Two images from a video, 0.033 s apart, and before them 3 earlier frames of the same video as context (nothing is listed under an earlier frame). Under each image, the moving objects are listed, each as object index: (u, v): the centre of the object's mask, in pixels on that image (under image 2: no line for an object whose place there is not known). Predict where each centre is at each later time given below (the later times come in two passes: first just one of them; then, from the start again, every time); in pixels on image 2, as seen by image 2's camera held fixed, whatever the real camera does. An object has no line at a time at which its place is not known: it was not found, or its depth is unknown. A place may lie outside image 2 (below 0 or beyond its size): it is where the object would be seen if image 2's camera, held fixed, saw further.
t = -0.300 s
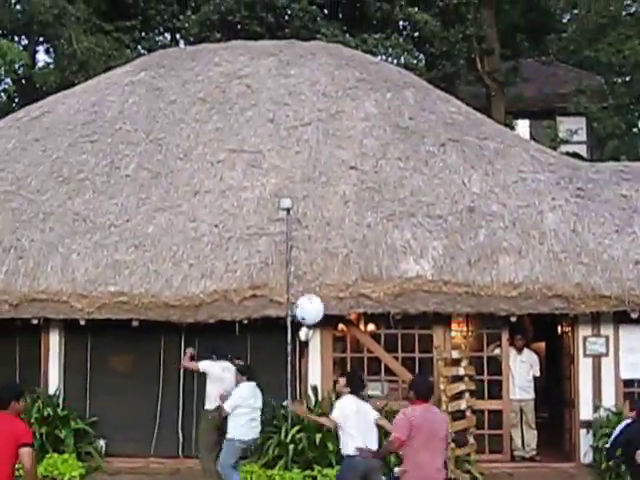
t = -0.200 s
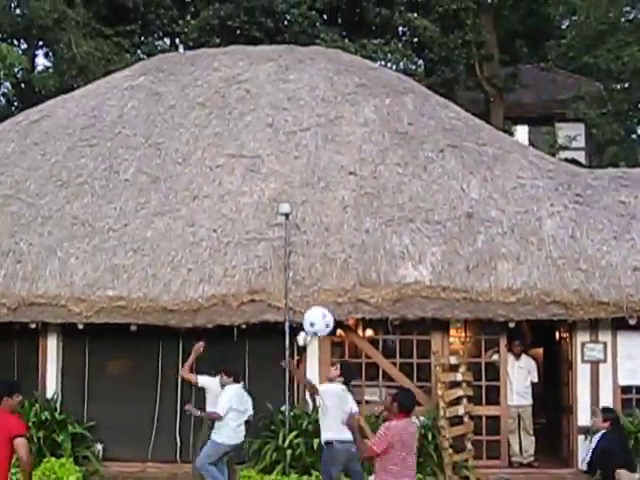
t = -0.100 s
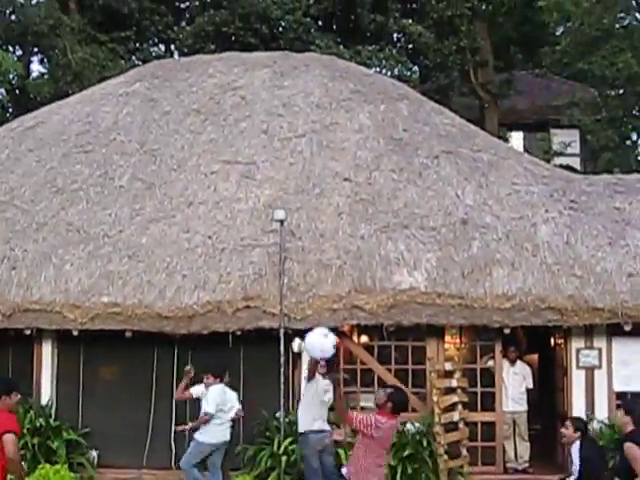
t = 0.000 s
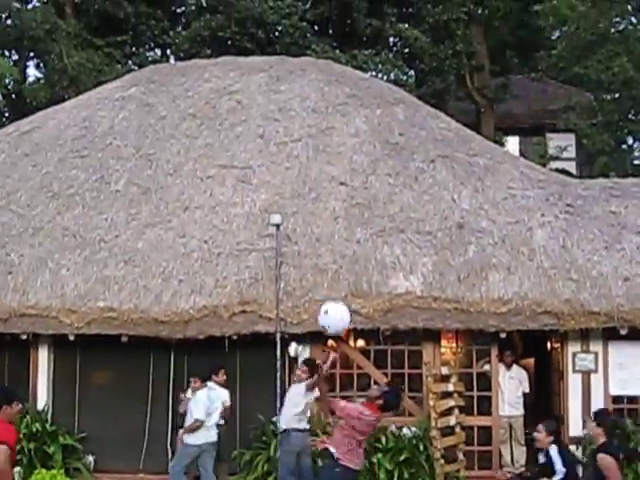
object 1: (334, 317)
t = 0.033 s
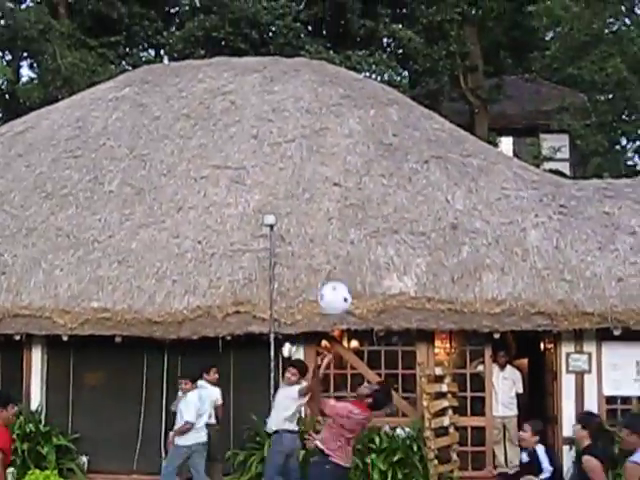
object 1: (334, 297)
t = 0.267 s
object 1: (386, 200)
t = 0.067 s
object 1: (342, 279)
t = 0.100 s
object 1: (349, 261)
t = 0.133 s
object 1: (358, 244)
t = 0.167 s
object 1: (366, 230)
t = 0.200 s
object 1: (373, 218)
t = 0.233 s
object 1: (380, 209)
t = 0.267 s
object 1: (386, 200)
